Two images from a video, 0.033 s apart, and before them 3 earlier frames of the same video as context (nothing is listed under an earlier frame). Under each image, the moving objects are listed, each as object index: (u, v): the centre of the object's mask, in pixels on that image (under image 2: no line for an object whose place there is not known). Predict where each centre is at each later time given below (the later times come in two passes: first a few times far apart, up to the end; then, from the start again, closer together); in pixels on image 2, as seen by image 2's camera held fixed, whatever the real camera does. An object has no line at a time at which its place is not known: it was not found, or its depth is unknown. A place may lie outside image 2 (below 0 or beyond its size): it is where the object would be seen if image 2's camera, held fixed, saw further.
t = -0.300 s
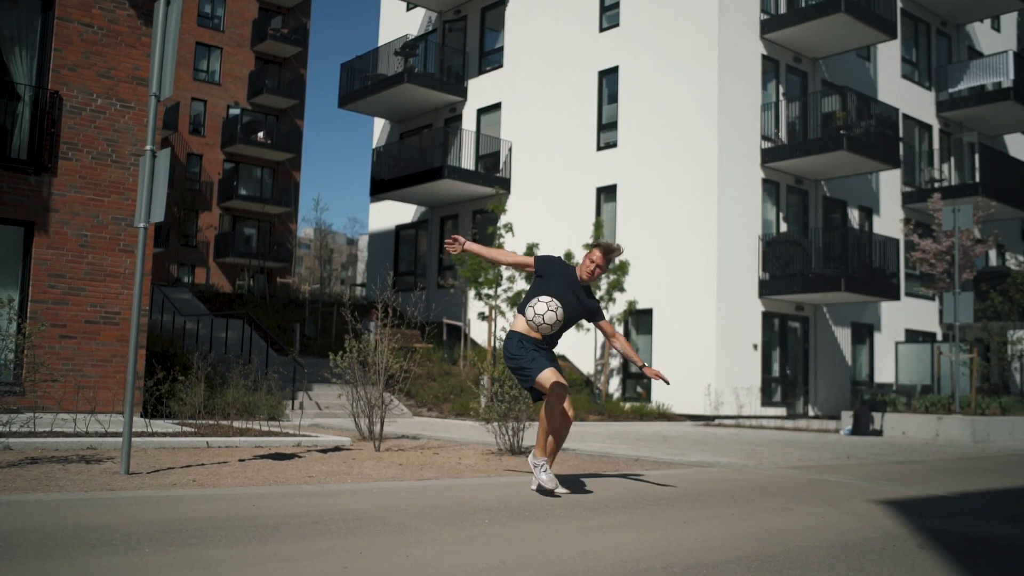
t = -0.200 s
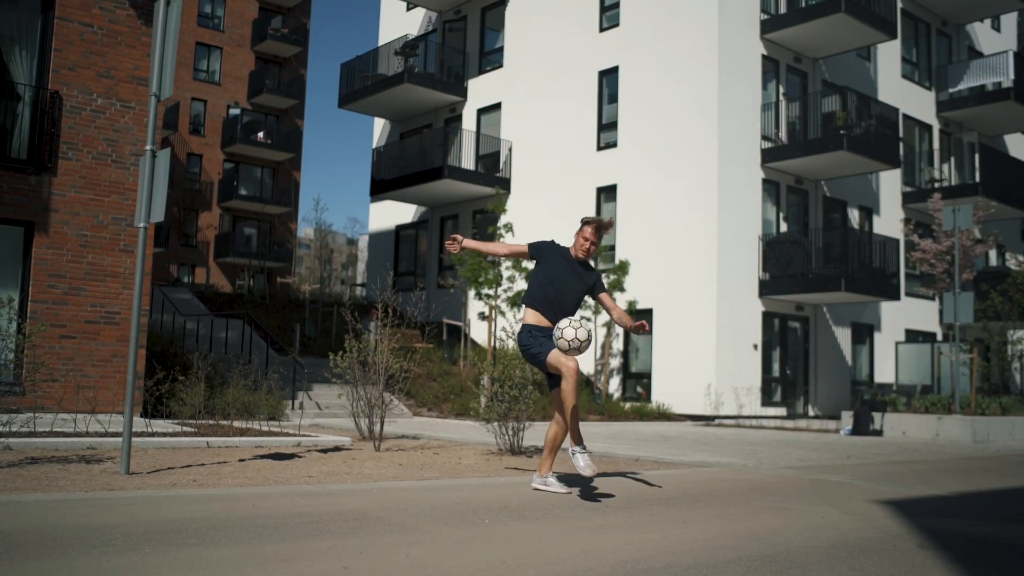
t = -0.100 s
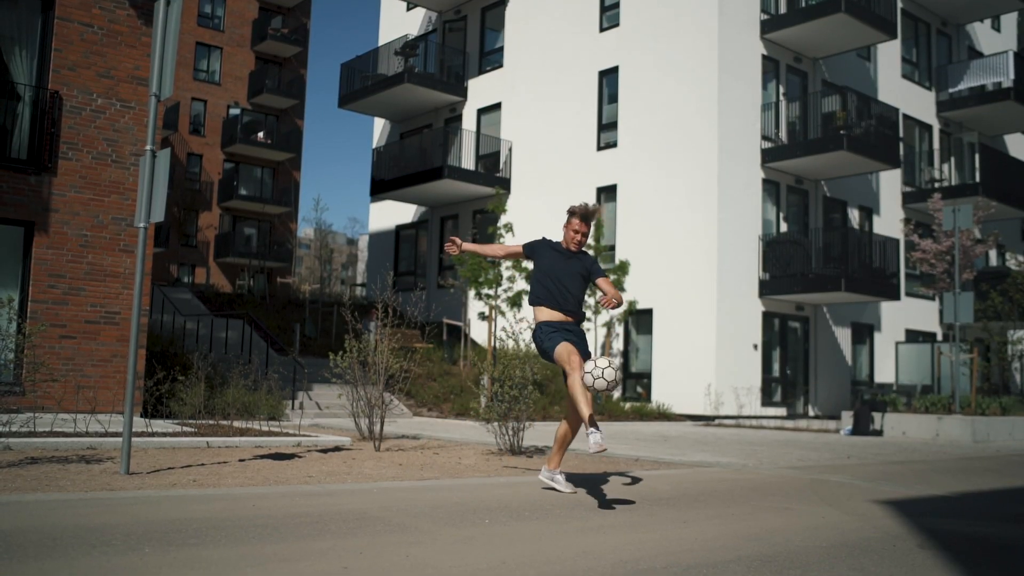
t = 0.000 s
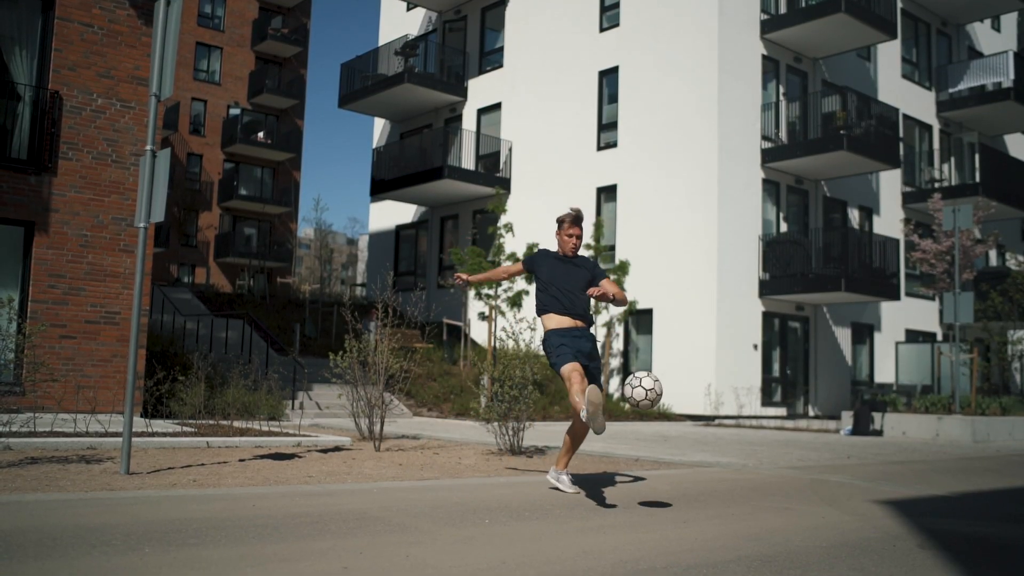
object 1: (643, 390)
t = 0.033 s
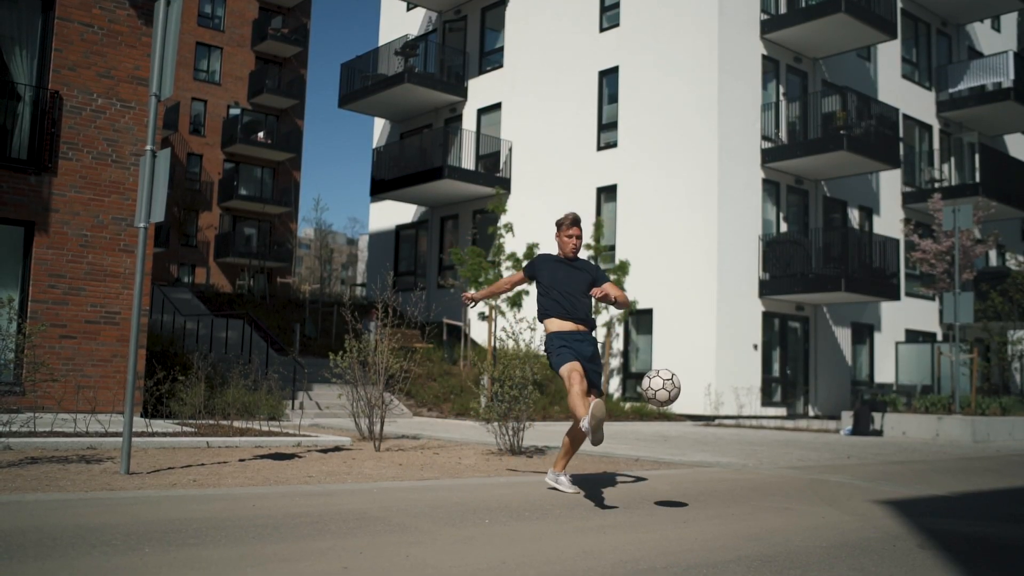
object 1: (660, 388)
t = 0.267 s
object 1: (780, 416)
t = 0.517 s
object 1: (896, 481)
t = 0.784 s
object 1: (1015, 440)
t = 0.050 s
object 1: (670, 386)
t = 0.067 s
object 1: (679, 386)
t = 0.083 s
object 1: (687, 386)
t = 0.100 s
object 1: (696, 386)
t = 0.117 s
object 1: (705, 387)
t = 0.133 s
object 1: (713, 389)
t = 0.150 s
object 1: (722, 391)
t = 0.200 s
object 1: (747, 399)
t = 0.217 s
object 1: (755, 402)
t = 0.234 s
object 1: (764, 407)
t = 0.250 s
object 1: (772, 411)
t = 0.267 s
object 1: (780, 416)
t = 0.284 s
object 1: (788, 422)
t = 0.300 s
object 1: (796, 428)
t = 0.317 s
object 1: (804, 435)
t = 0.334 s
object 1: (812, 441)
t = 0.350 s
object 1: (819, 449)
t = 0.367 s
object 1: (827, 456)
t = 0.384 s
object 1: (835, 464)
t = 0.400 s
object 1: (842, 473)
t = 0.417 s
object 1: (850, 482)
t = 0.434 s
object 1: (857, 492)
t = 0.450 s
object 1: (865, 501)
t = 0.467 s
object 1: (872, 502)
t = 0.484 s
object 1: (880, 494)
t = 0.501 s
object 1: (888, 487)
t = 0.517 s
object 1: (896, 481)
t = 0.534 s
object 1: (904, 475)
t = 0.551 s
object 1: (912, 469)
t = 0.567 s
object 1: (919, 464)
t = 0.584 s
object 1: (927, 459)
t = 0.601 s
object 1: (935, 455)
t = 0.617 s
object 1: (942, 451)
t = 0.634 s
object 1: (950, 448)
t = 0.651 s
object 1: (958, 445)
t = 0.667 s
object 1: (965, 443)
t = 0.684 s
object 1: (973, 441)
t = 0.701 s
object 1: (980, 440)
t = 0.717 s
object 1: (988, 439)
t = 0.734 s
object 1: (995, 438)
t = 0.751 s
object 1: (1002, 438)
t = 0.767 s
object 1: (1010, 439)
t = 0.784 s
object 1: (1015, 440)
